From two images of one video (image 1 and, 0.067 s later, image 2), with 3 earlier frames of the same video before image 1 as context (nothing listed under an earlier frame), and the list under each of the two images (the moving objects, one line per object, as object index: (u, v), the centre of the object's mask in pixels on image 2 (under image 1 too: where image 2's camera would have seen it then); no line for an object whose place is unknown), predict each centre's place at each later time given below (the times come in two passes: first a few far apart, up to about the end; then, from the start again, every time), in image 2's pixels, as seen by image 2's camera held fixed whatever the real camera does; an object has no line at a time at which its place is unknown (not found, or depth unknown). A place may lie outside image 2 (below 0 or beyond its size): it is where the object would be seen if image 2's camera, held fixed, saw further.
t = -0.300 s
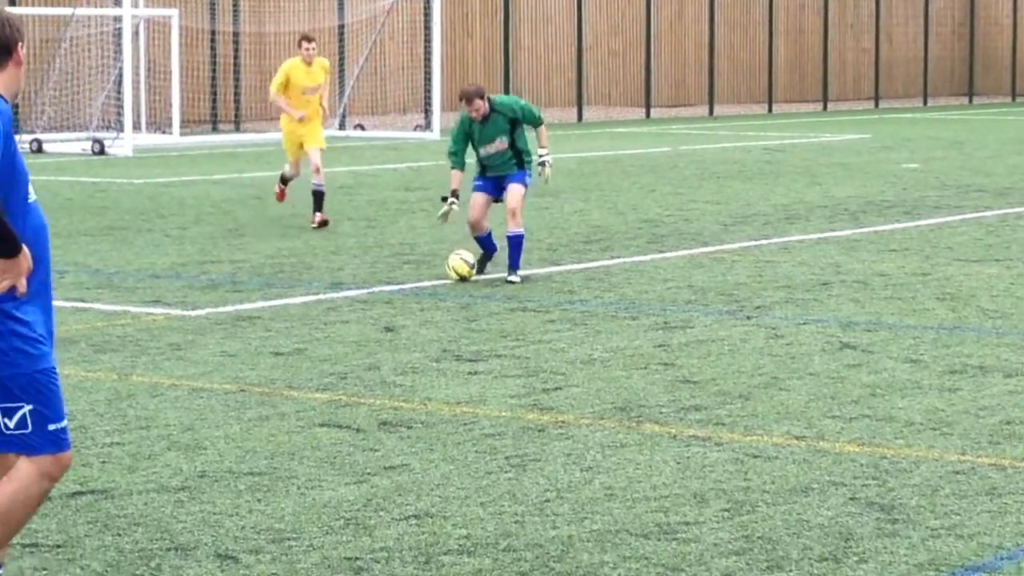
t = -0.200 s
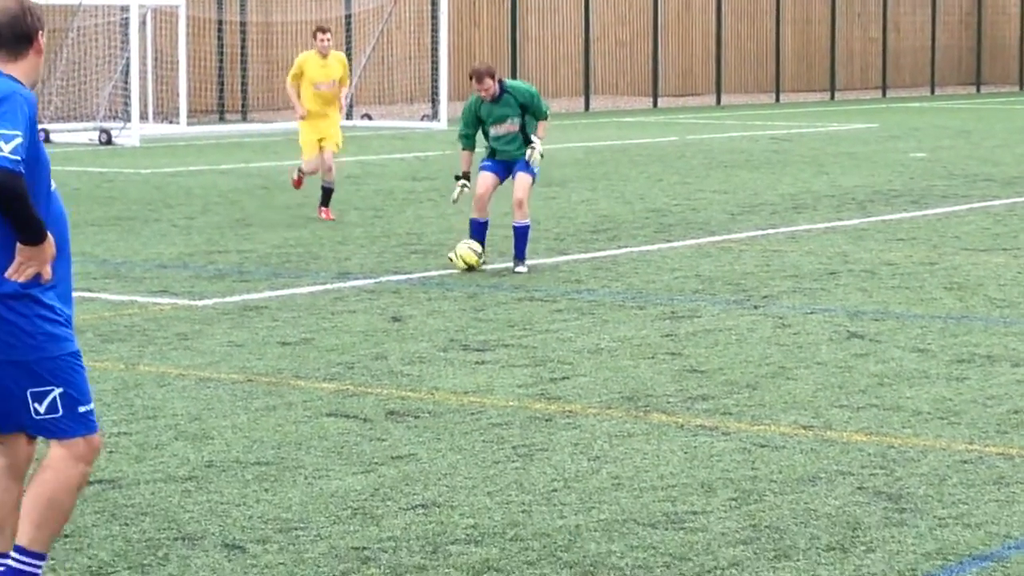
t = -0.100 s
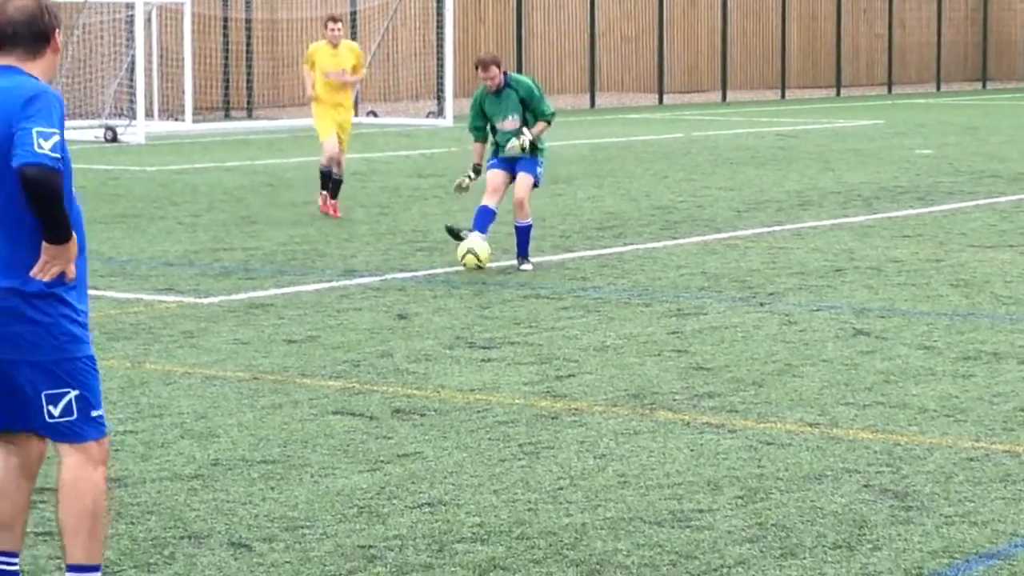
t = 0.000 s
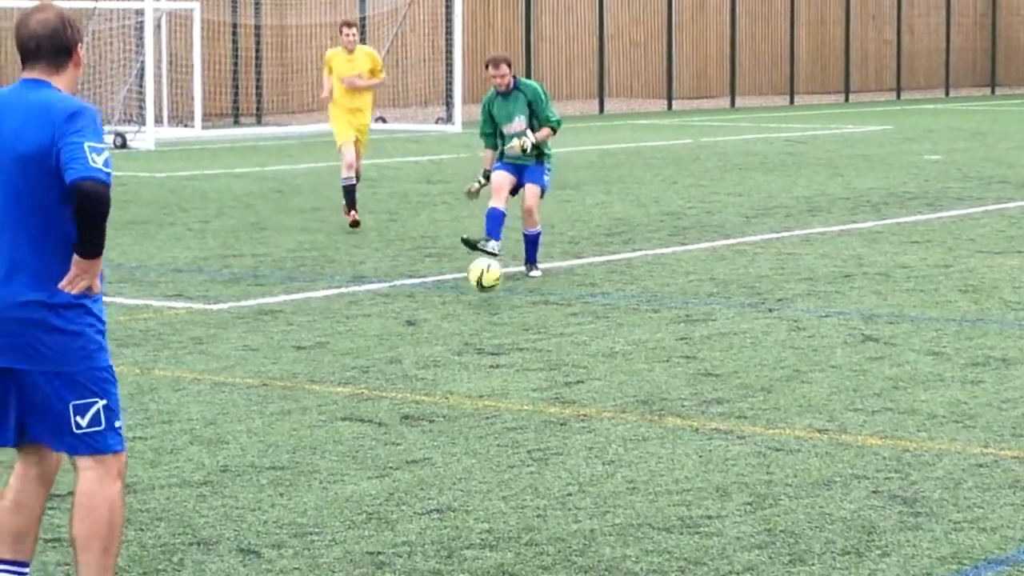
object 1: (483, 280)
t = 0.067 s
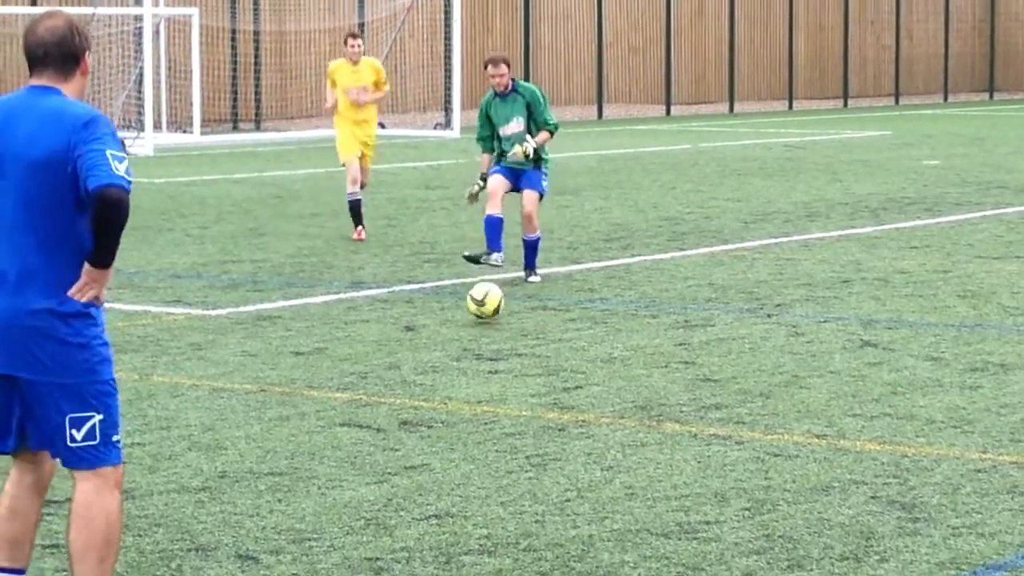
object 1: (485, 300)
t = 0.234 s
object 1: (489, 310)
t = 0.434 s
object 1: (496, 355)
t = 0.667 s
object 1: (504, 363)
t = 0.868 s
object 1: (517, 417)
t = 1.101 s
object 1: (538, 477)
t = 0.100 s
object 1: (487, 310)
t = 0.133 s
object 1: (487, 309)
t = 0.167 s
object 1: (487, 308)
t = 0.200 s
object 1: (488, 307)
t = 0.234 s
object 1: (489, 310)
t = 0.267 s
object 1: (490, 315)
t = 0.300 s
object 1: (491, 322)
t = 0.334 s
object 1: (492, 333)
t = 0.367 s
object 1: (493, 346)
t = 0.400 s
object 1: (494, 360)
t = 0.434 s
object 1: (496, 355)
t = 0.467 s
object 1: (496, 351)
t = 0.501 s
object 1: (497, 348)
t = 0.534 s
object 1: (498, 348)
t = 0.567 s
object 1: (499, 347)
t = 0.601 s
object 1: (501, 349)
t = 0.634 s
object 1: (503, 355)
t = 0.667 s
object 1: (504, 363)
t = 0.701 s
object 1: (505, 376)
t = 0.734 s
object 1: (508, 390)
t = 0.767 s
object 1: (510, 409)
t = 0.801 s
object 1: (512, 419)
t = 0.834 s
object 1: (514, 417)
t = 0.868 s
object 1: (517, 417)
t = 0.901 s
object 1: (520, 420)
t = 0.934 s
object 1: (522, 426)
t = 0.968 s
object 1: (525, 436)
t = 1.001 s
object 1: (529, 449)
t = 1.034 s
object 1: (531, 464)
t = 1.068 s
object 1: (536, 477)
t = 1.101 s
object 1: (538, 477)
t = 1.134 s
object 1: (542, 479)
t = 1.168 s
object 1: (546, 481)
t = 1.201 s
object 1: (550, 485)
